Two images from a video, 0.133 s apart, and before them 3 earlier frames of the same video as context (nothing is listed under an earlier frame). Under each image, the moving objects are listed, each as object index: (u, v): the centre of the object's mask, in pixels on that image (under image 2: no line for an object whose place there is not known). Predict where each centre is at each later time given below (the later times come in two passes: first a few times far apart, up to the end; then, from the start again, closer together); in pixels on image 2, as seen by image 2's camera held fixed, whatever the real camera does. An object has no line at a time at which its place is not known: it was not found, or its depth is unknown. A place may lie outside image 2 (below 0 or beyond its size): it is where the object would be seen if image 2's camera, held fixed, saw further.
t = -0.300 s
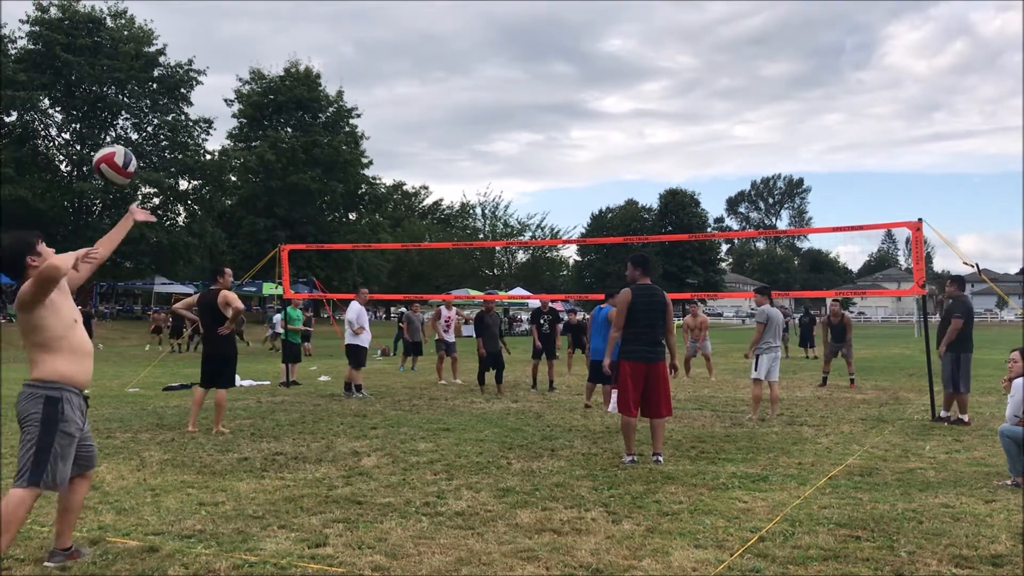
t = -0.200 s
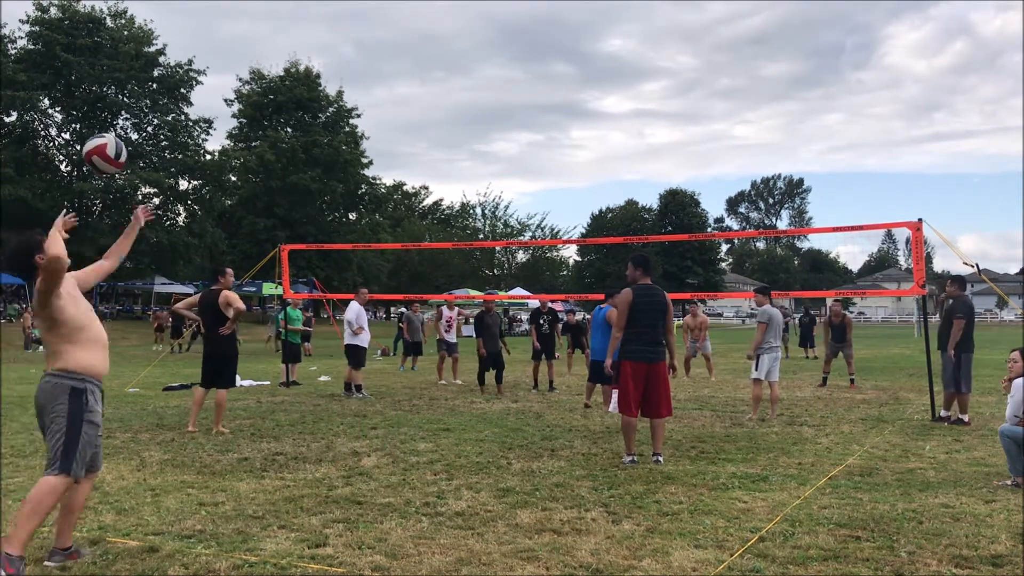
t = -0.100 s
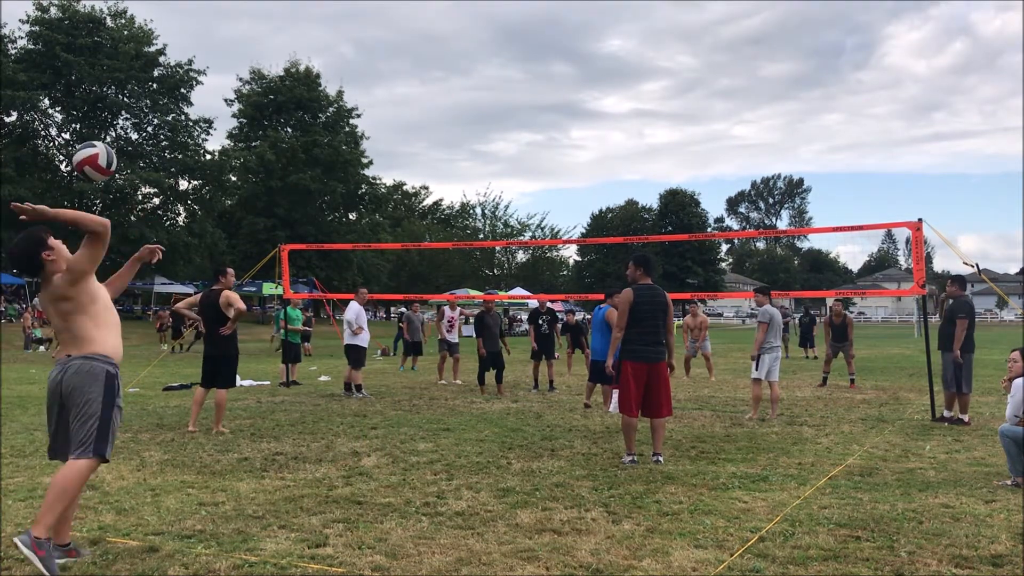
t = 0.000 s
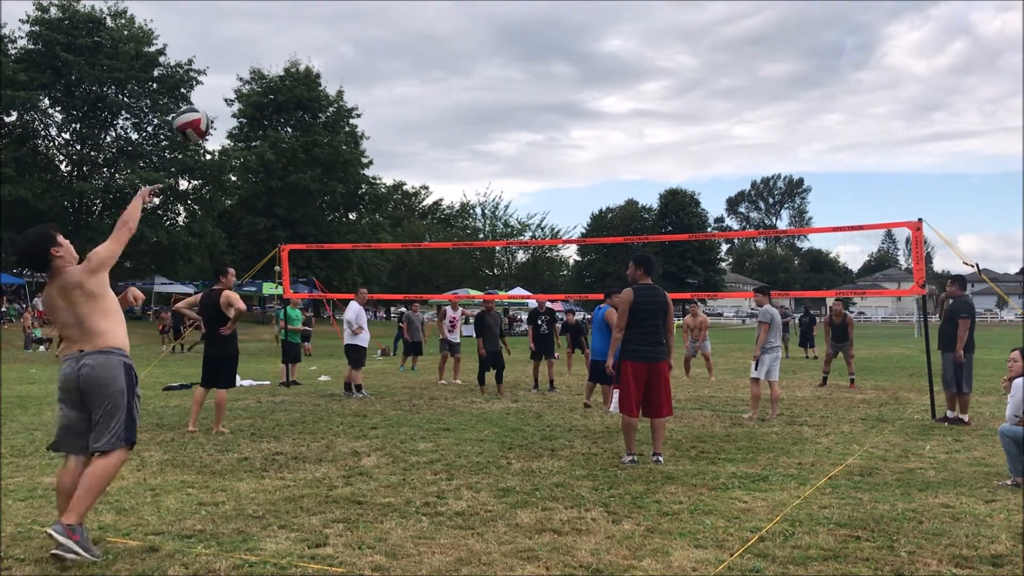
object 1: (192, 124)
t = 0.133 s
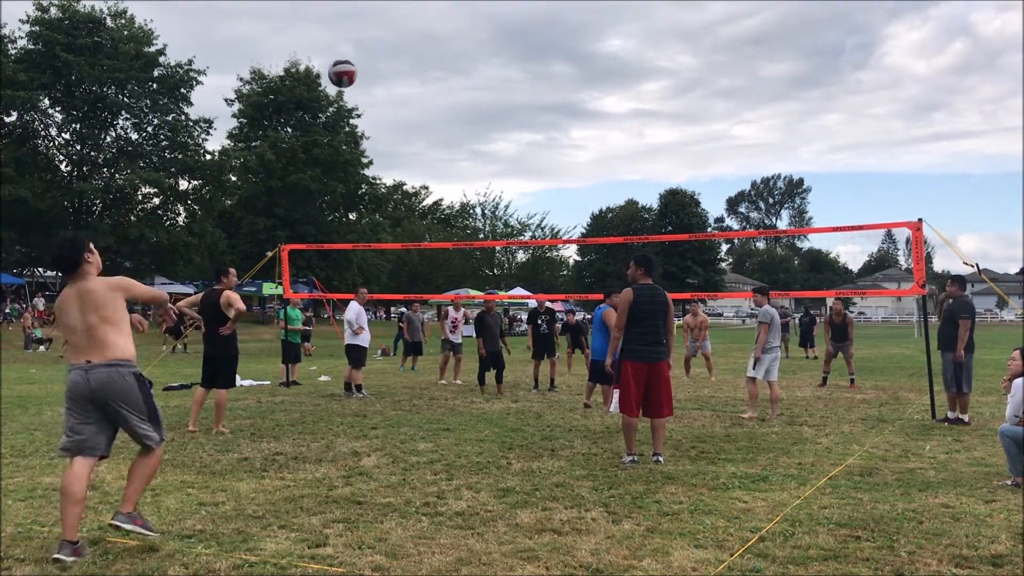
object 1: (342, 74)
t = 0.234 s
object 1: (419, 63)
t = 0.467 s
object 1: (538, 87)
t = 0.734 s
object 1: (621, 155)
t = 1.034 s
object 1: (685, 254)
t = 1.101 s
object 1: (695, 279)
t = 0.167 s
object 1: (370, 68)
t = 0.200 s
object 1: (396, 64)
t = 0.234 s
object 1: (419, 63)
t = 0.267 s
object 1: (440, 63)
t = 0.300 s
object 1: (460, 64)
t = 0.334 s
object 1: (478, 67)
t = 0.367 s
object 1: (495, 71)
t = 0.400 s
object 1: (510, 75)
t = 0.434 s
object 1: (525, 80)
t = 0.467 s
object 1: (538, 87)
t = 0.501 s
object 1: (550, 93)
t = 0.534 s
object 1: (562, 101)
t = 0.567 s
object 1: (573, 109)
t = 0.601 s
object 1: (584, 118)
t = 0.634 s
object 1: (594, 127)
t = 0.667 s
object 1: (603, 136)
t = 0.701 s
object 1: (613, 145)
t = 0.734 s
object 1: (621, 155)
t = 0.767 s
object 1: (629, 166)
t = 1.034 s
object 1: (685, 254)
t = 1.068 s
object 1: (690, 267)
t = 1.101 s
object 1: (695, 279)
